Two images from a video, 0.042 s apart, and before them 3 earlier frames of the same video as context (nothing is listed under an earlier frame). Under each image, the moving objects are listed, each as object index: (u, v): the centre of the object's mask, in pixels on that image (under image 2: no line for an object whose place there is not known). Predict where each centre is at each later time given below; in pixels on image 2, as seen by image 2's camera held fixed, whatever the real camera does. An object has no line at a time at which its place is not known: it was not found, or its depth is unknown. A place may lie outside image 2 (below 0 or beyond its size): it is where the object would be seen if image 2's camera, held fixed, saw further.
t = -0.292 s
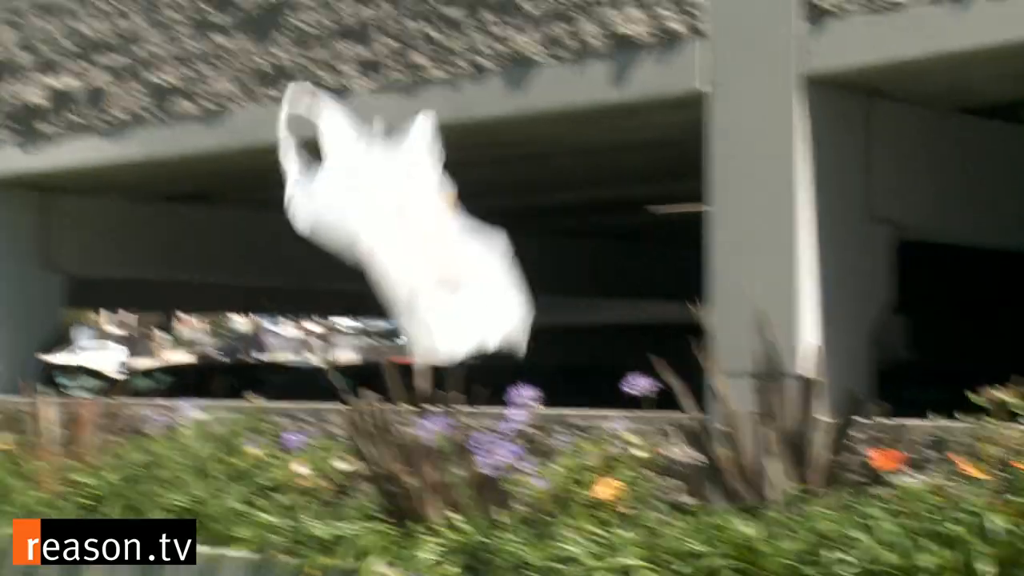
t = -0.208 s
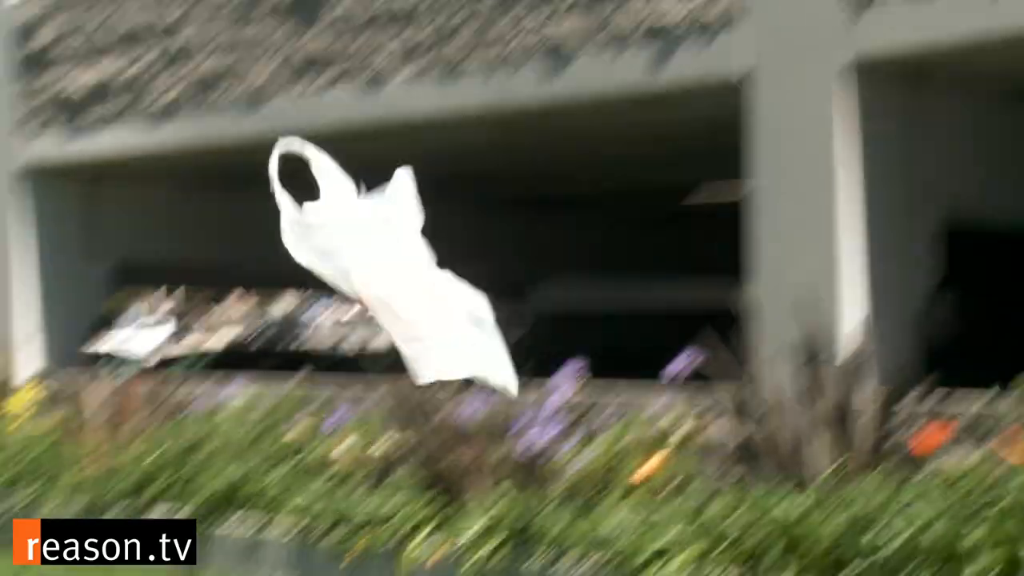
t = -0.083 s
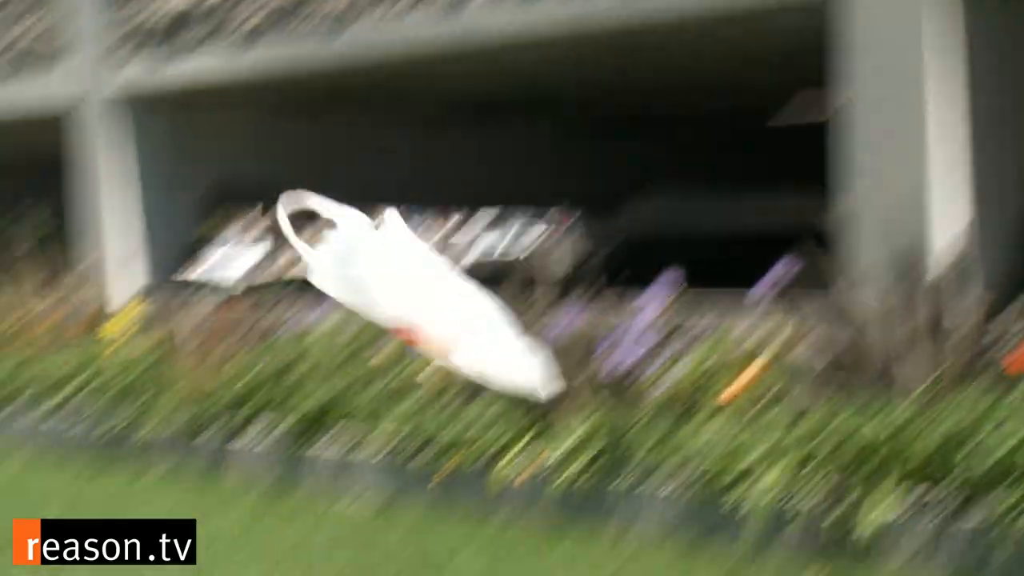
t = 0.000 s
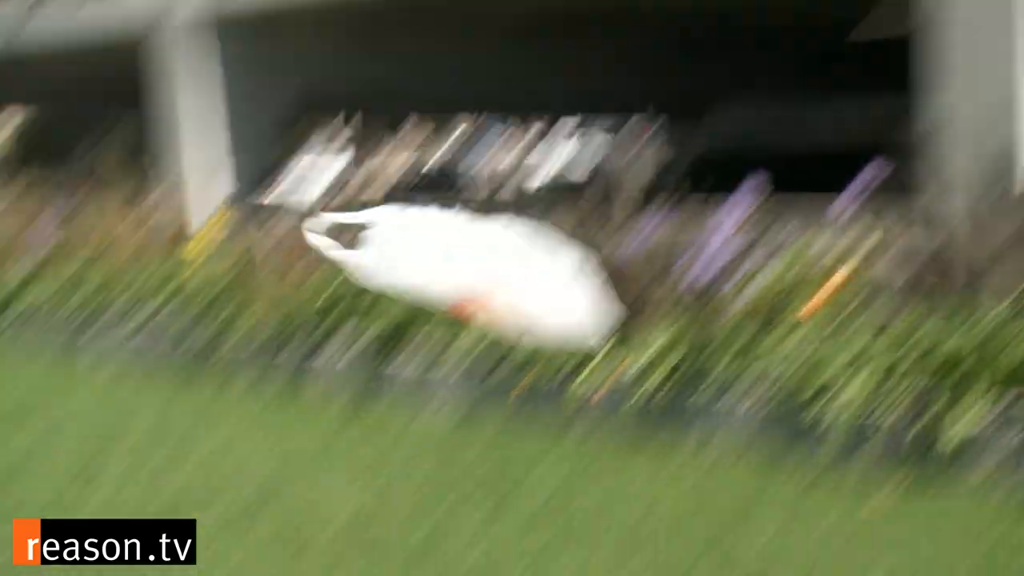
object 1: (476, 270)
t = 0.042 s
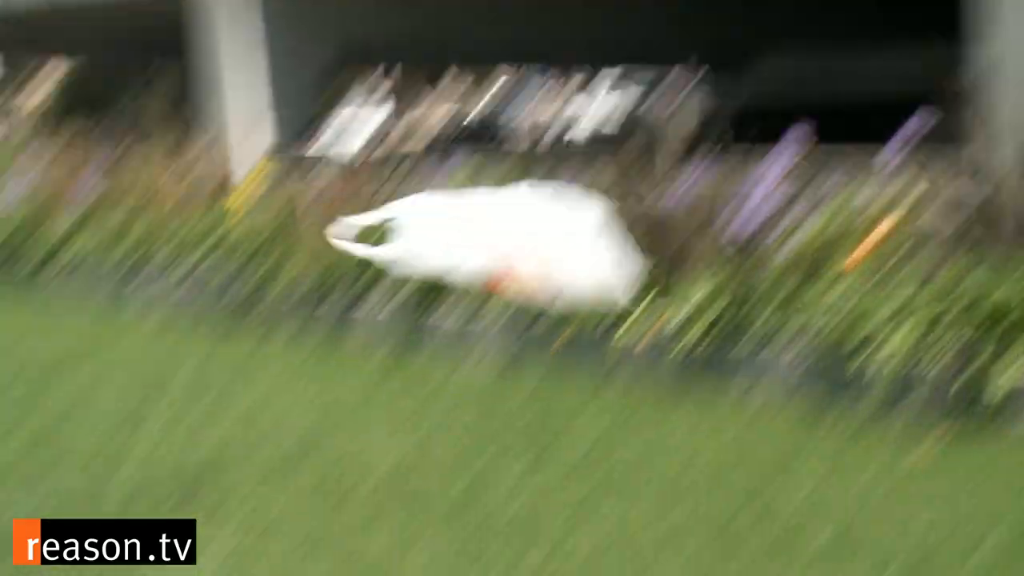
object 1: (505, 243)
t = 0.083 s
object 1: (490, 262)
